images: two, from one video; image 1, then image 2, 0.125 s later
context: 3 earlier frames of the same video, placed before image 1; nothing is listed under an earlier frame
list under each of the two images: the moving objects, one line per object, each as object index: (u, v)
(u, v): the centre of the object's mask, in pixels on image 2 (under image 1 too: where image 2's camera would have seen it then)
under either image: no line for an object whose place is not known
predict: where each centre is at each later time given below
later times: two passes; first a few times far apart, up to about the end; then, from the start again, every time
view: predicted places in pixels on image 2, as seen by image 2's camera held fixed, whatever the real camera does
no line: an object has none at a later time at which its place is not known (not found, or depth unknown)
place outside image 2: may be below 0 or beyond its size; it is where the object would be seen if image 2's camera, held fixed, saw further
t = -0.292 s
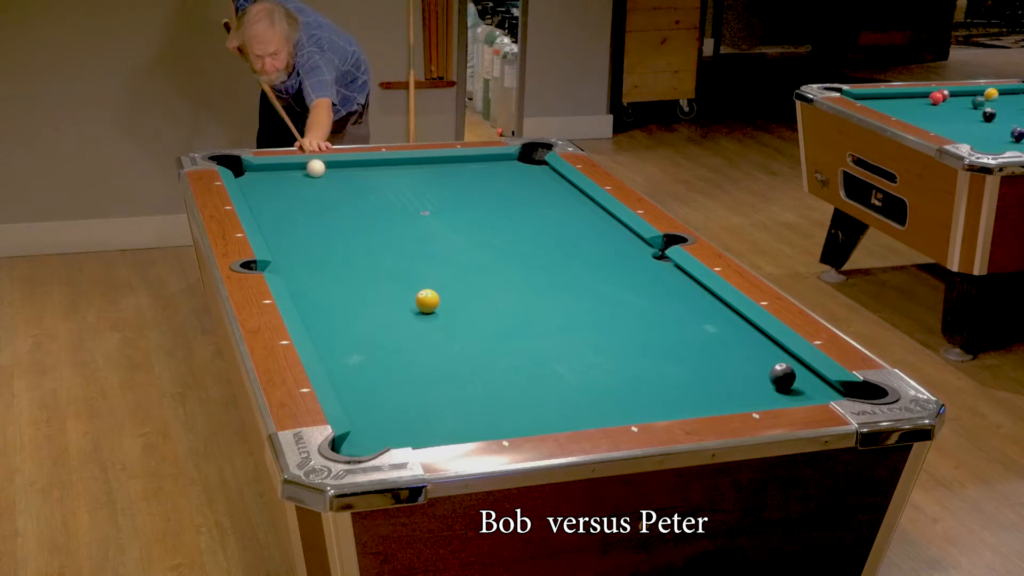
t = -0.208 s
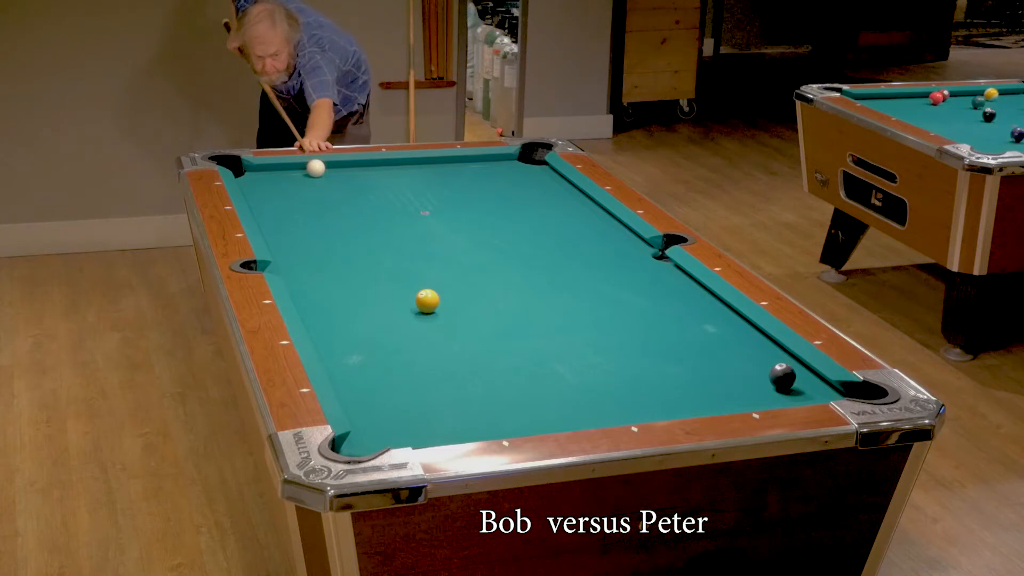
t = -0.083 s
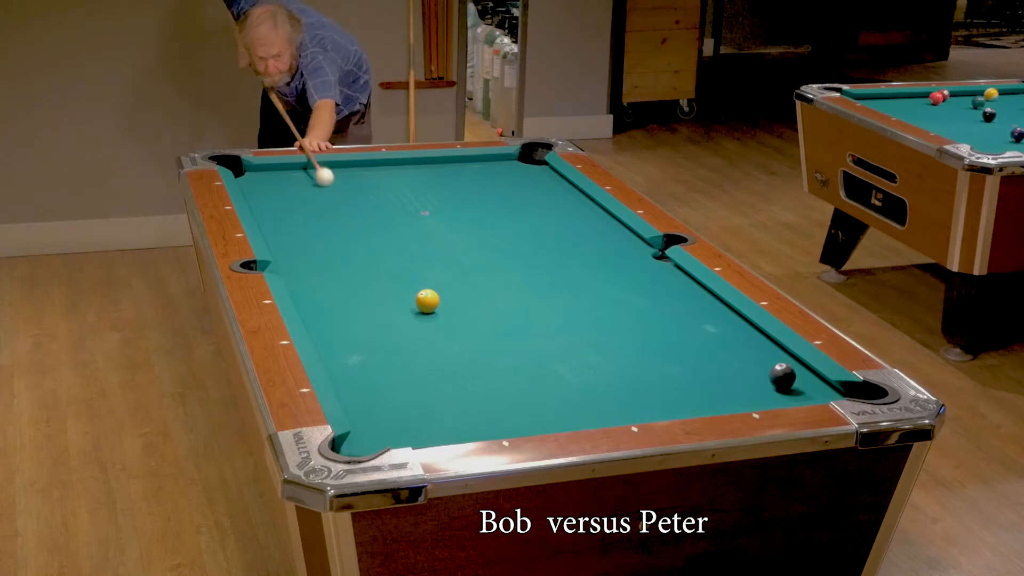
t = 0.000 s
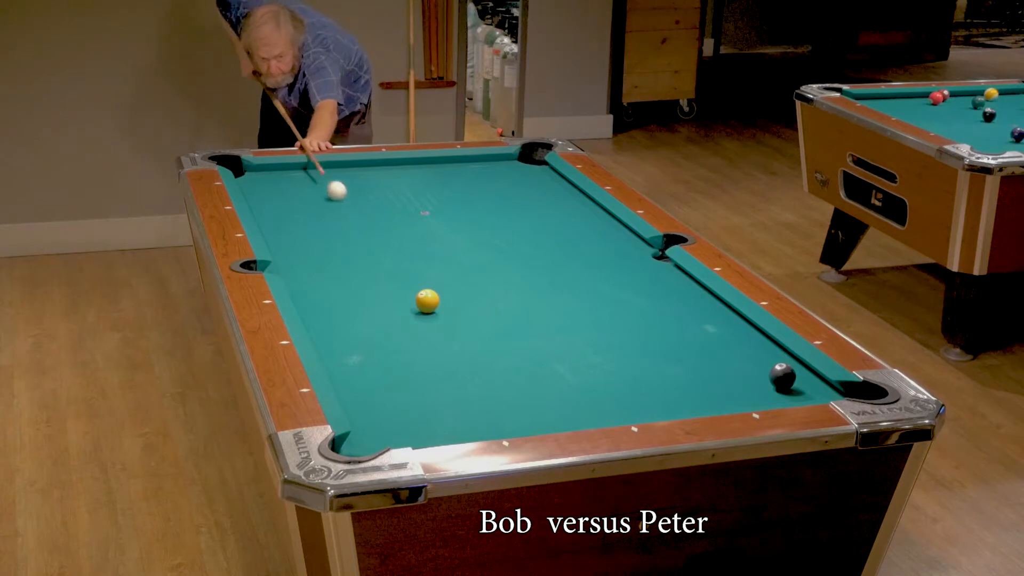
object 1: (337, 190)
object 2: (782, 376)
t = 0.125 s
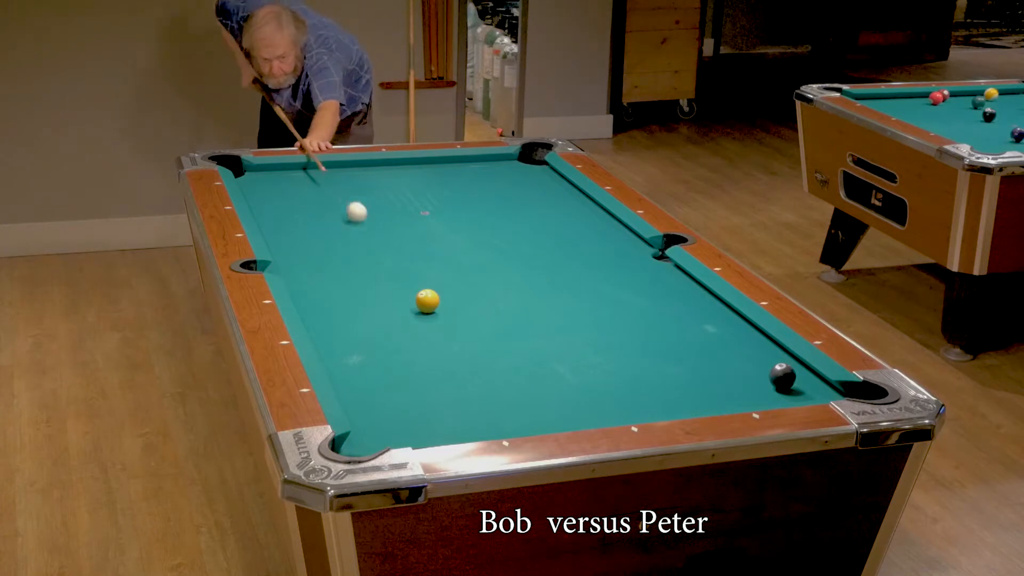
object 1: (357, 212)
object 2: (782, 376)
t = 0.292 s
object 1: (386, 244)
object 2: (782, 376)
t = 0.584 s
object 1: (452, 295)
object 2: (782, 376)
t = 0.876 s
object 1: (534, 319)
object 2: (782, 376)
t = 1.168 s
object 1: (618, 344)
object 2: (782, 376)
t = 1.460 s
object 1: (707, 370)
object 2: (782, 376)
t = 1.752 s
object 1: (797, 393)
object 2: (782, 375)
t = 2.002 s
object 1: (814, 382)
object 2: (782, 376)
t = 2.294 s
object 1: (802, 371)
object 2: (767, 375)
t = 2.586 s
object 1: (792, 362)
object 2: (751, 374)
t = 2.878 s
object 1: (784, 356)
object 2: (739, 372)
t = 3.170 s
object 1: (777, 351)
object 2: (730, 371)
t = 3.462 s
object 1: (773, 348)
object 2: (725, 371)
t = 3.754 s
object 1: (771, 346)
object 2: (724, 370)
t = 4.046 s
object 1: (772, 346)
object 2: (724, 370)
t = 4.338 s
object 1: (772, 347)
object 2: (725, 371)
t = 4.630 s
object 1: (772, 347)
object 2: (725, 371)
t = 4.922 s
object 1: (772, 347)
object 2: (725, 371)
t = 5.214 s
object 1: (772, 347)
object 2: (725, 371)
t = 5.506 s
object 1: (772, 347)
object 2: (725, 371)
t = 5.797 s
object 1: (772, 347)
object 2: (725, 371)
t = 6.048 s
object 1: (772, 347)
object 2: (725, 371)
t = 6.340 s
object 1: (772, 347)
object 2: (725, 371)
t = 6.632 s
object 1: (772, 347)
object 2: (725, 371)
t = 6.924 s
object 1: (772, 347)
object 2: (725, 371)
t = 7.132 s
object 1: (772, 347)
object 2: (725, 371)
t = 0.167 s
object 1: (364, 220)
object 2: (782, 376)
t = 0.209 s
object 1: (371, 227)
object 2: (782, 376)
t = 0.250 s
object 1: (378, 235)
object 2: (782, 376)
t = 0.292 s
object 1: (386, 244)
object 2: (782, 376)
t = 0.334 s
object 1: (395, 253)
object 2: (782, 376)
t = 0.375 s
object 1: (403, 261)
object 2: (782, 376)
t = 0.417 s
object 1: (412, 271)
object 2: (782, 376)
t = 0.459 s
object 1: (420, 280)
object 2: (782, 376)
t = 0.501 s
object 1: (430, 286)
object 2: (782, 376)
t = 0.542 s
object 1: (441, 293)
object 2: (782, 376)
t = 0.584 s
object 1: (452, 295)
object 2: (782, 376)
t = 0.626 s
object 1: (464, 298)
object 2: (782, 376)
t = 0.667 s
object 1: (475, 301)
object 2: (782, 376)
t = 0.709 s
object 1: (487, 305)
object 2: (782, 376)
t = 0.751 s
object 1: (498, 308)
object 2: (782, 376)
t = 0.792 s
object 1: (510, 311)
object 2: (782, 376)
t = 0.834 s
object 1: (522, 315)
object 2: (782, 376)
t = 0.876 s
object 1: (534, 319)
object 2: (782, 376)
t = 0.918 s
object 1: (545, 322)
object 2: (782, 376)
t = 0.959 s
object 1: (558, 326)
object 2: (782, 376)
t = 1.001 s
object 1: (569, 329)
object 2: (782, 376)
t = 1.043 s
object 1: (581, 333)
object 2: (782, 376)
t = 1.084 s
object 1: (594, 337)
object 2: (782, 376)
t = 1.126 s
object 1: (606, 340)
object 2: (782, 376)
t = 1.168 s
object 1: (618, 344)
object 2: (782, 376)
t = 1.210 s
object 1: (631, 347)
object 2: (782, 376)
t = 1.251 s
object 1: (643, 351)
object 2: (782, 376)
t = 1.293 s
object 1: (656, 355)
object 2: (782, 376)
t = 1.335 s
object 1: (668, 358)
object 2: (782, 376)
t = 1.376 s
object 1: (681, 362)
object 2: (782, 376)
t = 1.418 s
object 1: (694, 366)
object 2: (782, 376)
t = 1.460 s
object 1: (707, 370)
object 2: (782, 376)
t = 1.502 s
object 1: (720, 374)
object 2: (782, 376)
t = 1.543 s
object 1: (733, 378)
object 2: (782, 376)
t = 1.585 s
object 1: (745, 381)
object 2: (782, 376)
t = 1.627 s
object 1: (759, 385)
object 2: (783, 376)
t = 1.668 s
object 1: (772, 389)
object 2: (785, 373)
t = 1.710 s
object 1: (785, 391)
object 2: (782, 372)
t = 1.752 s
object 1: (797, 393)
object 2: (782, 375)
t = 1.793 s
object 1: (805, 392)
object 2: (782, 376)
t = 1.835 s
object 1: (807, 391)
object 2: (782, 376)
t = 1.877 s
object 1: (809, 389)
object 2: (782, 376)
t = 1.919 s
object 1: (810, 387)
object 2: (782, 376)
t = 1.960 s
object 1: (812, 385)
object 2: (782, 376)
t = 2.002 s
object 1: (814, 382)
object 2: (782, 376)
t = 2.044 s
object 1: (814, 379)
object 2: (782, 376)
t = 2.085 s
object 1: (810, 377)
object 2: (781, 376)
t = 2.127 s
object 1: (808, 376)
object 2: (778, 376)
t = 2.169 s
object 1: (806, 374)
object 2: (775, 376)
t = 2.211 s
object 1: (804, 373)
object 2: (772, 376)
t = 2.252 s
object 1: (803, 372)
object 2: (770, 375)
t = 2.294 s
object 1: (802, 371)
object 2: (767, 375)
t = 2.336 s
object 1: (800, 369)
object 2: (764, 375)
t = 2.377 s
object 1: (799, 368)
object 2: (762, 375)
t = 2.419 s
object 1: (798, 367)
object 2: (760, 374)
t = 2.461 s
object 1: (796, 366)
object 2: (757, 375)
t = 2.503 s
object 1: (794, 364)
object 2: (755, 374)
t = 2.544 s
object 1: (793, 363)
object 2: (753, 373)
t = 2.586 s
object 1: (792, 362)
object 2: (751, 374)
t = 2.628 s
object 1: (791, 361)
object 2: (749, 374)
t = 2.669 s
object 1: (790, 360)
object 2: (747, 373)
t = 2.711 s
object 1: (788, 360)
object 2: (745, 373)
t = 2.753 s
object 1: (787, 358)
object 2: (743, 373)
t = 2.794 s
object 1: (787, 358)
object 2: (742, 373)
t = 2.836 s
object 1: (785, 357)
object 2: (740, 372)
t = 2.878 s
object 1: (784, 356)
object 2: (739, 372)
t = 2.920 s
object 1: (783, 355)
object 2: (737, 372)
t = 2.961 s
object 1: (782, 354)
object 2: (736, 372)
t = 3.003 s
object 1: (781, 354)
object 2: (734, 372)
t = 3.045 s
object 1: (780, 353)
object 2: (733, 371)
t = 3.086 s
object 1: (779, 352)
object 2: (732, 371)
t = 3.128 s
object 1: (778, 352)
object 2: (731, 371)
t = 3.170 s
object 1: (777, 351)
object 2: (730, 371)
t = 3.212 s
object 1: (776, 351)
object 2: (729, 371)
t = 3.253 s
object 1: (776, 350)
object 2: (728, 371)
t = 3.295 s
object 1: (775, 350)
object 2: (727, 371)
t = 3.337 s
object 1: (775, 349)
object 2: (727, 371)
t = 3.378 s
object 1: (774, 349)
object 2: (726, 371)
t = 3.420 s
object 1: (774, 348)
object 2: (726, 371)
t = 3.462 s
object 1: (773, 348)
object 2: (725, 371)
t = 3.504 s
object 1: (773, 348)
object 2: (725, 371)
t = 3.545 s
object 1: (773, 347)
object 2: (725, 371)
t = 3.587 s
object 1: (772, 347)
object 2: (724, 371)
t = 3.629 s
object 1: (772, 347)
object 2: (724, 371)
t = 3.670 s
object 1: (772, 346)
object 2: (724, 371)
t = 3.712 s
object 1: (772, 346)
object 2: (724, 371)
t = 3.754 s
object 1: (771, 346)
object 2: (724, 370)
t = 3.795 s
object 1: (771, 346)
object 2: (724, 370)
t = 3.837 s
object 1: (771, 346)
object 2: (724, 370)
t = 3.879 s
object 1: (771, 346)
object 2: (724, 370)
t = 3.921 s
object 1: (771, 346)
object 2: (724, 370)
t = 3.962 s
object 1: (771, 346)
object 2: (724, 370)
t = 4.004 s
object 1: (772, 346)
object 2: (724, 370)
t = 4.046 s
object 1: (772, 346)
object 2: (724, 370)
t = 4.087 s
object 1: (772, 346)
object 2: (724, 370)
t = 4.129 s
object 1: (772, 347)
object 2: (725, 371)
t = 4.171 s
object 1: (772, 346)
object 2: (725, 371)
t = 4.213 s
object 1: (772, 346)
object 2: (725, 371)
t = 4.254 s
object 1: (772, 347)
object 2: (725, 370)
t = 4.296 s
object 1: (772, 347)
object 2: (725, 370)
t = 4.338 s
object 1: (772, 347)
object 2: (725, 371)
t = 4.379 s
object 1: (772, 347)
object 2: (725, 371)
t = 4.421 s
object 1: (772, 347)
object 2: (725, 371)
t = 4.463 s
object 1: (772, 347)
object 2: (725, 371)
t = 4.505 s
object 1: (772, 347)
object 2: (725, 371)
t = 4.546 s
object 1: (772, 347)
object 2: (725, 371)
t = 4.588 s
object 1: (772, 347)
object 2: (725, 371)
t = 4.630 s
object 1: (772, 347)
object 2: (725, 371)
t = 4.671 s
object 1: (772, 346)
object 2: (725, 371)
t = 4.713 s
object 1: (772, 347)
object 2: (725, 371)
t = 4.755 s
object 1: (772, 347)
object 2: (725, 371)
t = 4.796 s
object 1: (772, 347)
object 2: (725, 371)
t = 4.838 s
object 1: (772, 347)
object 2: (725, 371)
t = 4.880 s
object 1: (772, 347)
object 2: (725, 371)
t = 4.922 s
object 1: (772, 347)
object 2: (725, 371)
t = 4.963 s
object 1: (772, 347)
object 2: (725, 371)
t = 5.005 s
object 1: (772, 347)
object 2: (725, 371)
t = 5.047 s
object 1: (772, 347)
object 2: (725, 371)
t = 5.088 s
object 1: (772, 347)
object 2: (725, 371)
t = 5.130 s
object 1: (772, 347)
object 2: (725, 371)
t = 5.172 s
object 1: (772, 347)
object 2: (725, 371)
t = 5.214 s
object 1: (772, 347)
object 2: (725, 371)
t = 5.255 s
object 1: (772, 347)
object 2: (725, 371)
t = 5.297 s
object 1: (772, 347)
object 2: (725, 371)
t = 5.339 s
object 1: (772, 347)
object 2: (725, 371)
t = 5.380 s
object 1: (772, 347)
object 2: (725, 371)
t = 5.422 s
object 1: (772, 347)
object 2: (725, 371)
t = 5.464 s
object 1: (772, 347)
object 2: (725, 371)
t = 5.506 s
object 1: (772, 347)
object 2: (725, 371)
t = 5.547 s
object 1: (772, 347)
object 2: (725, 371)
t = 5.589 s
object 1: (772, 347)
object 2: (725, 371)
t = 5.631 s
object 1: (772, 347)
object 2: (725, 371)
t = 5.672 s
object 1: (772, 347)
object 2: (725, 371)
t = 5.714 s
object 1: (772, 347)
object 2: (725, 371)
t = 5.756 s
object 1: (772, 347)
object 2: (725, 371)
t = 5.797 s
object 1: (772, 347)
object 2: (725, 371)
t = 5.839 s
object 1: (772, 347)
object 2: (725, 371)
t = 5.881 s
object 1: (772, 347)
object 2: (725, 371)
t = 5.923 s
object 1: (772, 347)
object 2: (725, 371)
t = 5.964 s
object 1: (772, 347)
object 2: (725, 371)
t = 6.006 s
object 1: (772, 347)
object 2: (725, 371)
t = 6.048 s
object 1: (772, 347)
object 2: (725, 371)
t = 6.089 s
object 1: (772, 347)
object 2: (725, 371)
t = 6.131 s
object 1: (772, 347)
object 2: (725, 371)
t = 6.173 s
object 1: (772, 347)
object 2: (725, 371)
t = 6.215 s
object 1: (772, 347)
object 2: (725, 371)
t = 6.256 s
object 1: (772, 347)
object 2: (725, 371)
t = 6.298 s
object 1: (772, 347)
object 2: (725, 371)
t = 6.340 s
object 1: (772, 347)
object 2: (725, 371)
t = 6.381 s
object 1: (772, 347)
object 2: (725, 371)
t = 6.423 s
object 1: (772, 347)
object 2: (725, 371)
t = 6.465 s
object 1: (772, 347)
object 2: (725, 371)
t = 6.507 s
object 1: (772, 347)
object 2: (725, 371)
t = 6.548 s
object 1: (772, 347)
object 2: (725, 371)
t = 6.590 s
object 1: (772, 347)
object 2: (725, 371)
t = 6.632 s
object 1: (772, 347)
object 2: (725, 371)
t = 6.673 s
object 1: (772, 347)
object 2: (725, 371)
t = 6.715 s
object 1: (772, 347)
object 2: (725, 371)
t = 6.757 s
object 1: (772, 347)
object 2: (725, 371)
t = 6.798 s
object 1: (772, 347)
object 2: (725, 371)
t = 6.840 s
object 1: (772, 347)
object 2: (725, 371)
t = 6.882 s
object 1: (772, 347)
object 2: (725, 371)
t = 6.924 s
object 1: (772, 347)
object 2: (725, 371)
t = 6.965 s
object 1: (772, 347)
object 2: (725, 371)
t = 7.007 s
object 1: (772, 347)
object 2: (725, 371)
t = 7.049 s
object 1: (772, 347)
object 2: (725, 371)
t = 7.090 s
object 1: (772, 347)
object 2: (725, 371)
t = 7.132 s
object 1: (772, 347)
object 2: (725, 371)
